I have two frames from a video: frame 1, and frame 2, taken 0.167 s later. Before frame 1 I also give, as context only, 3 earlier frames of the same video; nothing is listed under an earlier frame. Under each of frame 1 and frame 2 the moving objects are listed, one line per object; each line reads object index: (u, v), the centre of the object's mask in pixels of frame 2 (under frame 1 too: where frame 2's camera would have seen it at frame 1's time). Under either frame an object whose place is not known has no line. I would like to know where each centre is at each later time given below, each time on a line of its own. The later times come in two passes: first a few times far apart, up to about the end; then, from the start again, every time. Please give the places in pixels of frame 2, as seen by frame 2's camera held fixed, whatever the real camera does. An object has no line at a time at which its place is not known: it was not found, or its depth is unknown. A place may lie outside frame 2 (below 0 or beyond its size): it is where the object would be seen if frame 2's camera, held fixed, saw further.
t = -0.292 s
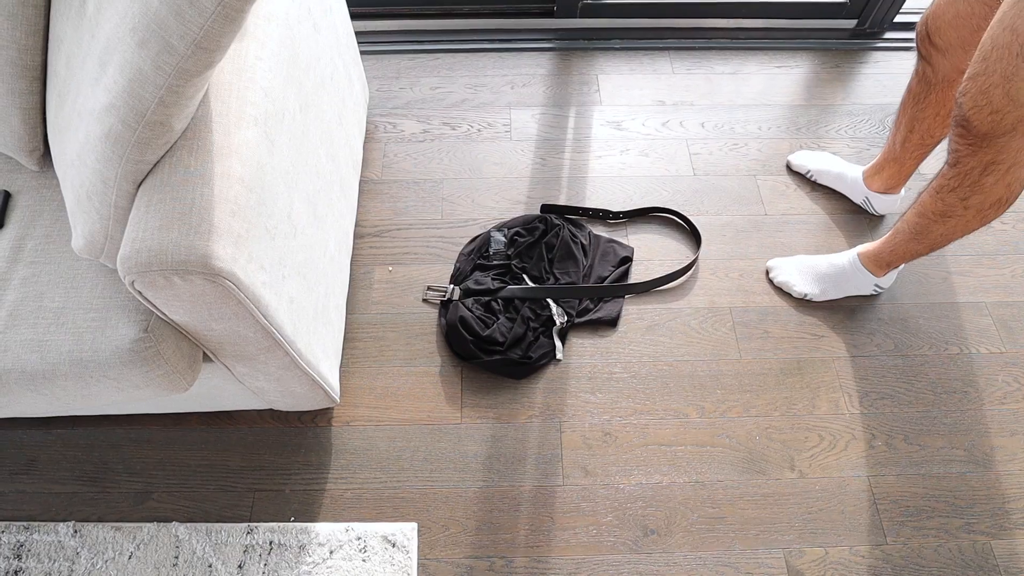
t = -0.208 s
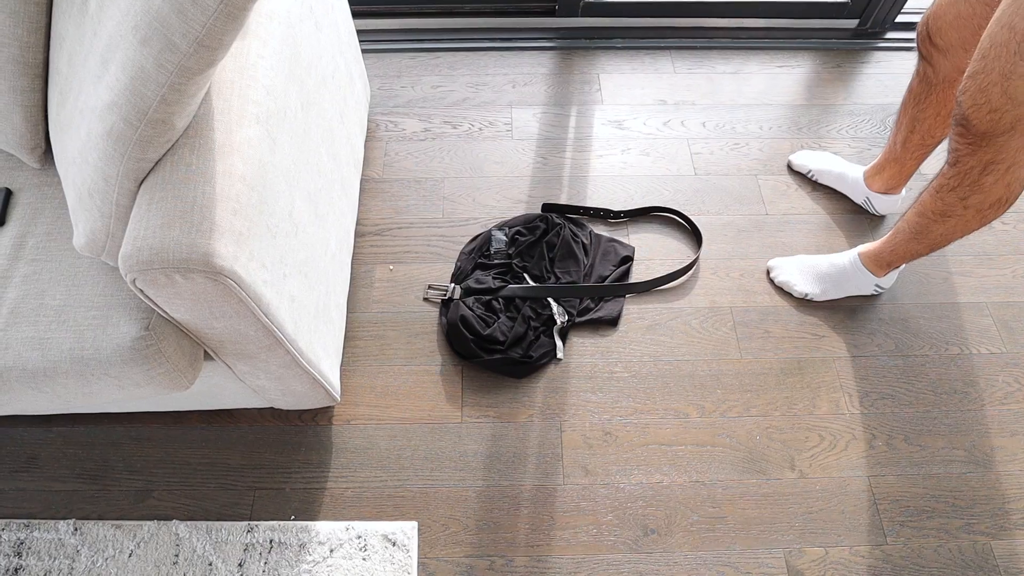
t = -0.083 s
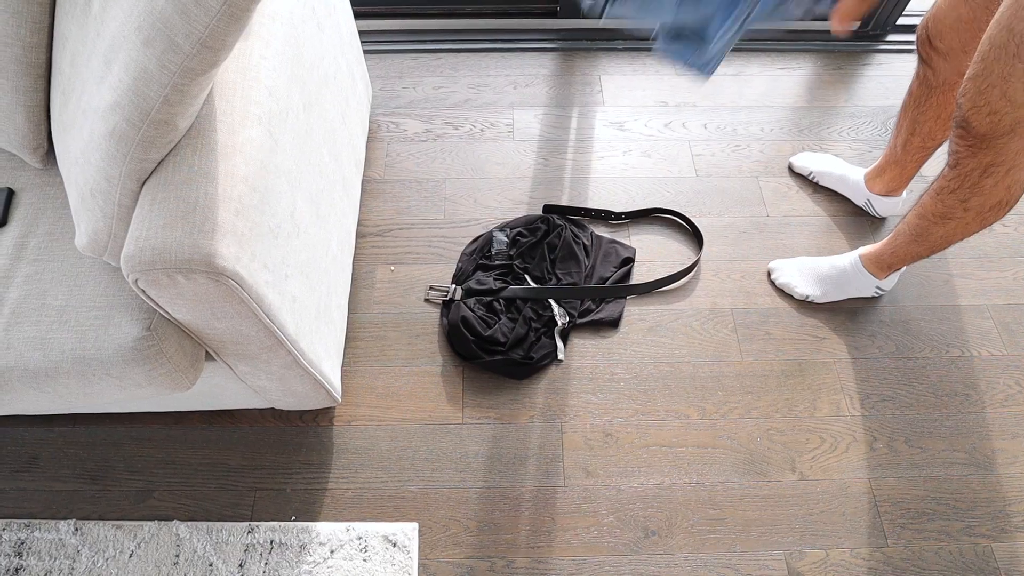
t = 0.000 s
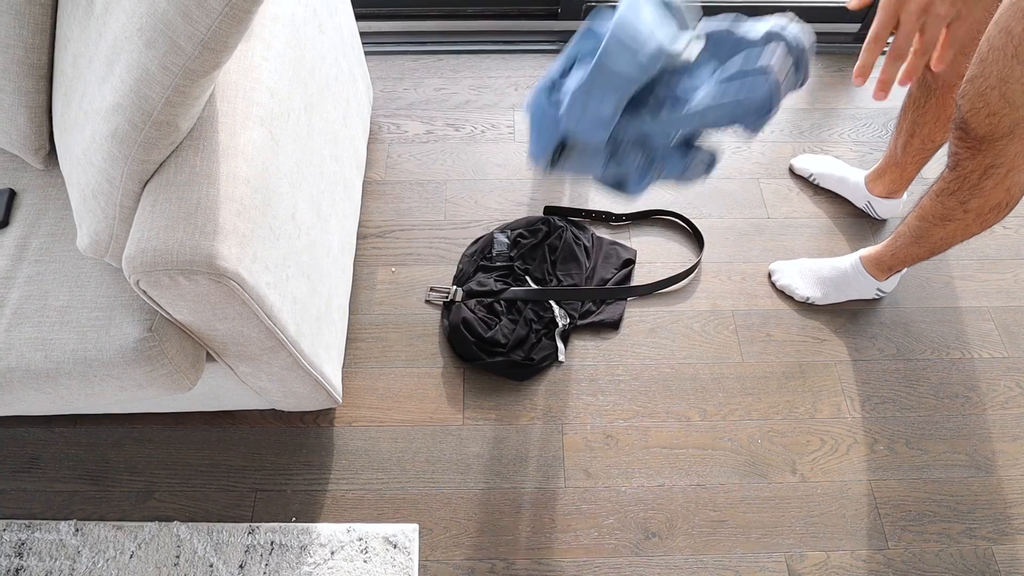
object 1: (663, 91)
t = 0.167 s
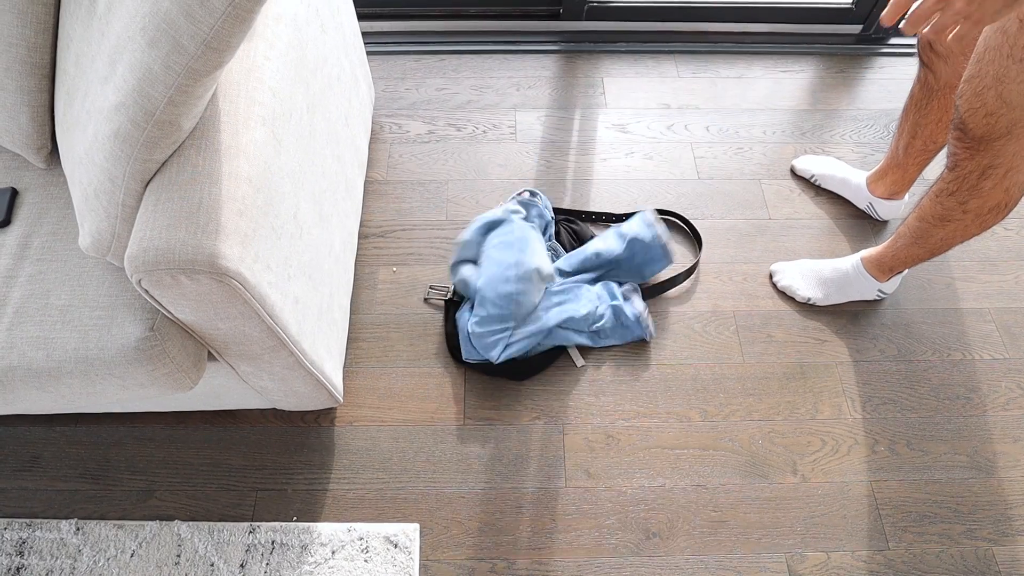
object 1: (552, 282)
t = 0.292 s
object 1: (542, 281)
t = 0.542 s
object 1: (542, 280)
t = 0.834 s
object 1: (542, 280)
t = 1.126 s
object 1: (541, 281)
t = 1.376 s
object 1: (541, 281)
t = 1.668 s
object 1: (541, 281)
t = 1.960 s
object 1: (540, 281)
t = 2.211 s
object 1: (538, 280)
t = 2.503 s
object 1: (537, 280)
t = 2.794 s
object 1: (539, 280)
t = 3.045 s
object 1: (539, 280)
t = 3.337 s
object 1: (539, 280)
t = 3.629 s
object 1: (539, 280)
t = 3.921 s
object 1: (540, 280)
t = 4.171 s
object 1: (540, 280)
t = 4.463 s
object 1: (540, 281)
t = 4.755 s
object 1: (540, 281)
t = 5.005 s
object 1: (540, 281)
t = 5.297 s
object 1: (540, 282)
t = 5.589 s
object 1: (540, 282)
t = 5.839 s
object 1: (540, 282)
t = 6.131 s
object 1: (540, 282)
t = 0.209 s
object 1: (543, 281)
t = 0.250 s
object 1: (542, 281)
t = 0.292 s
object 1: (542, 281)
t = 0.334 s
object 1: (541, 280)
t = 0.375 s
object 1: (542, 280)
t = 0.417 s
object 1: (542, 280)
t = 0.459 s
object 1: (542, 280)
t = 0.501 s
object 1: (541, 280)
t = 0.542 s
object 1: (542, 280)
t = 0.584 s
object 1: (541, 280)
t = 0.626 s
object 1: (541, 280)
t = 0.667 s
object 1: (542, 280)
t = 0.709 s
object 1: (542, 280)
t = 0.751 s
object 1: (542, 280)
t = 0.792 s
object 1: (542, 280)
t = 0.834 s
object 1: (542, 280)
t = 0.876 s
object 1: (542, 280)
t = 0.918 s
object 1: (542, 280)
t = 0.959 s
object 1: (541, 280)
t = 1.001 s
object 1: (541, 280)
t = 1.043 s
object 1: (541, 281)
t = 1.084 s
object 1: (541, 281)
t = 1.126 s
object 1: (541, 281)
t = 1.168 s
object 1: (541, 281)
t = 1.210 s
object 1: (541, 281)
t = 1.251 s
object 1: (541, 281)
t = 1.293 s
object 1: (541, 281)
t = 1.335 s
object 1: (541, 281)
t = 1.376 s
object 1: (541, 281)
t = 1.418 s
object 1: (541, 281)
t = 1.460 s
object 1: (541, 281)
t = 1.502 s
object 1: (541, 281)
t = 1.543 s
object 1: (541, 281)
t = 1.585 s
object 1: (541, 281)
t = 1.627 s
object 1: (542, 281)
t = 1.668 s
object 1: (541, 281)
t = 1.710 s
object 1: (542, 281)
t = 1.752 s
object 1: (542, 281)
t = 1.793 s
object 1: (542, 281)
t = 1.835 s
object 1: (541, 281)
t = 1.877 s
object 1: (541, 281)
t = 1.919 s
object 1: (540, 281)
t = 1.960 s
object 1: (540, 281)
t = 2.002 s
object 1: (540, 280)
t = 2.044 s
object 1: (539, 280)
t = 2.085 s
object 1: (539, 281)
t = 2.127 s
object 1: (538, 280)
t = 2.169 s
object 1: (538, 280)
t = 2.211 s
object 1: (538, 280)
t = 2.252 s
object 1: (538, 280)
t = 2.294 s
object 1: (538, 280)
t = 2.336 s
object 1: (538, 280)
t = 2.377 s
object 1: (538, 280)
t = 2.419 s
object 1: (538, 280)
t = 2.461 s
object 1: (537, 280)
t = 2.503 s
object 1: (537, 280)
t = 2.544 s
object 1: (537, 280)
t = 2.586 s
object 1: (537, 280)
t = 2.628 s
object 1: (537, 280)
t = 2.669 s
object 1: (538, 280)
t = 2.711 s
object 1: (538, 280)
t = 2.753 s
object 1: (538, 280)
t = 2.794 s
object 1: (539, 280)
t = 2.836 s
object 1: (539, 280)
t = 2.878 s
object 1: (539, 280)
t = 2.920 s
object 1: (539, 280)
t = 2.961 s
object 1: (539, 280)
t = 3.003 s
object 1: (539, 280)
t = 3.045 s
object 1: (539, 280)
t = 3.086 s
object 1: (539, 280)
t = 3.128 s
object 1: (539, 280)
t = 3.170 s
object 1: (539, 280)
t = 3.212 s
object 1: (539, 280)
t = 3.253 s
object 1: (539, 280)
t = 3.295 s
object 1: (539, 280)
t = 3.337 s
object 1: (539, 280)
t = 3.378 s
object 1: (539, 280)
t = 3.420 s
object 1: (539, 280)
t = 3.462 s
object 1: (539, 280)
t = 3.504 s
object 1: (539, 280)
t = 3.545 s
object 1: (539, 280)
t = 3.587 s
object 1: (539, 280)
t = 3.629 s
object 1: (539, 280)
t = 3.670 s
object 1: (539, 280)
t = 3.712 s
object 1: (539, 280)
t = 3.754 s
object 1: (539, 280)
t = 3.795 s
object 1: (539, 280)
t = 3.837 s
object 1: (539, 280)
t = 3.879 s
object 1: (539, 280)
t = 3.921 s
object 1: (540, 280)
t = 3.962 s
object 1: (540, 280)
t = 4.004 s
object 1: (540, 280)
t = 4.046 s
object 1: (540, 280)
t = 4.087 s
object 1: (540, 280)
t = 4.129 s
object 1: (540, 280)
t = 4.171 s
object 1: (540, 280)
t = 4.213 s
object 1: (540, 280)
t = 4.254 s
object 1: (540, 280)
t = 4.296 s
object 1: (540, 280)
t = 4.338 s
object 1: (540, 281)
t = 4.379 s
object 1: (540, 280)
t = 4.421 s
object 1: (540, 281)
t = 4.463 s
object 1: (540, 281)
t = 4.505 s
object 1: (540, 281)
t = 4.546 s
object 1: (540, 281)
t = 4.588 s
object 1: (540, 281)
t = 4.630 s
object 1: (540, 281)
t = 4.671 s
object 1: (540, 281)
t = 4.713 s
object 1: (540, 281)
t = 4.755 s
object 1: (540, 281)
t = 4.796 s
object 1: (540, 281)
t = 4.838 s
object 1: (540, 281)
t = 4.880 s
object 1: (540, 281)
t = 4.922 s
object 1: (540, 281)
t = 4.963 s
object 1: (540, 281)
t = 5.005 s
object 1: (540, 281)
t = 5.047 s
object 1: (540, 281)
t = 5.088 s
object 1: (540, 281)
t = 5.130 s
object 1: (540, 281)
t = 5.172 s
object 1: (540, 281)
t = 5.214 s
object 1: (540, 282)
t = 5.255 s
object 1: (540, 284)
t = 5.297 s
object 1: (540, 282)
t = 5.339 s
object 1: (540, 282)
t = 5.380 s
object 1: (540, 283)
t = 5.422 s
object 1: (540, 283)
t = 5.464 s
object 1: (540, 282)
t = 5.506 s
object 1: (540, 282)
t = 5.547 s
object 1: (540, 282)
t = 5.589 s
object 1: (540, 282)
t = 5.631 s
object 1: (540, 282)
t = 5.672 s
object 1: (540, 282)
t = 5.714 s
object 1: (540, 282)
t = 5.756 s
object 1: (540, 282)
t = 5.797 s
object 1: (540, 282)
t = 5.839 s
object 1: (540, 282)
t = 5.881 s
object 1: (540, 282)
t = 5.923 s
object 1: (540, 282)
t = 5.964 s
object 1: (540, 282)
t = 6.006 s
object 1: (540, 282)
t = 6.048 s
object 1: (540, 282)
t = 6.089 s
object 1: (540, 282)
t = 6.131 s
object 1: (540, 282)
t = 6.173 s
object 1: (540, 282)
